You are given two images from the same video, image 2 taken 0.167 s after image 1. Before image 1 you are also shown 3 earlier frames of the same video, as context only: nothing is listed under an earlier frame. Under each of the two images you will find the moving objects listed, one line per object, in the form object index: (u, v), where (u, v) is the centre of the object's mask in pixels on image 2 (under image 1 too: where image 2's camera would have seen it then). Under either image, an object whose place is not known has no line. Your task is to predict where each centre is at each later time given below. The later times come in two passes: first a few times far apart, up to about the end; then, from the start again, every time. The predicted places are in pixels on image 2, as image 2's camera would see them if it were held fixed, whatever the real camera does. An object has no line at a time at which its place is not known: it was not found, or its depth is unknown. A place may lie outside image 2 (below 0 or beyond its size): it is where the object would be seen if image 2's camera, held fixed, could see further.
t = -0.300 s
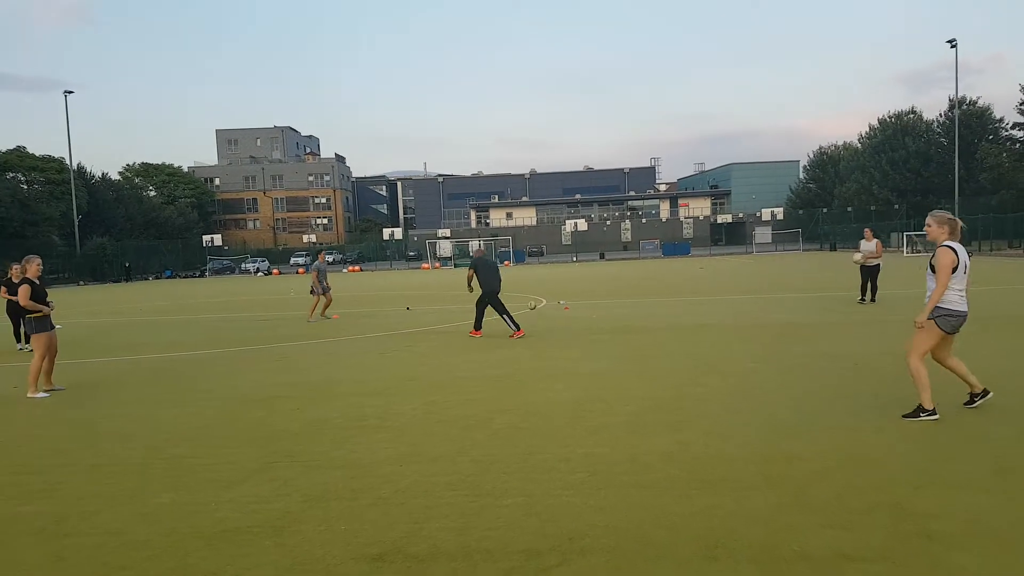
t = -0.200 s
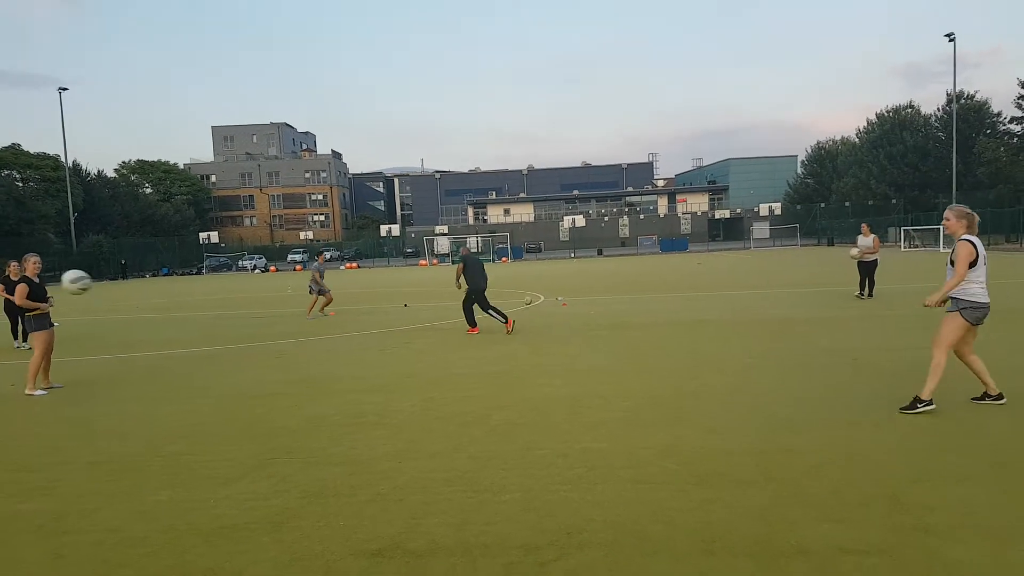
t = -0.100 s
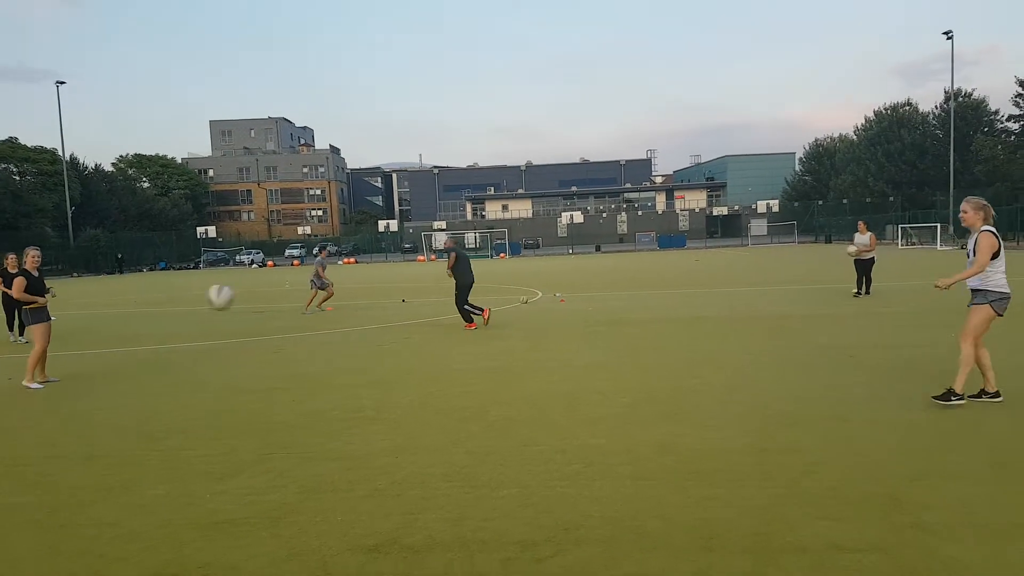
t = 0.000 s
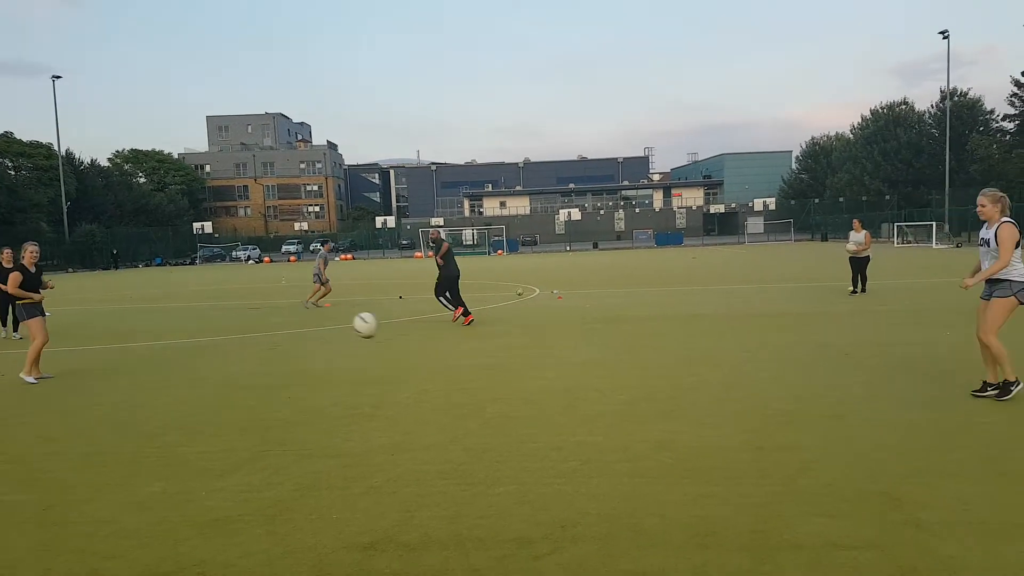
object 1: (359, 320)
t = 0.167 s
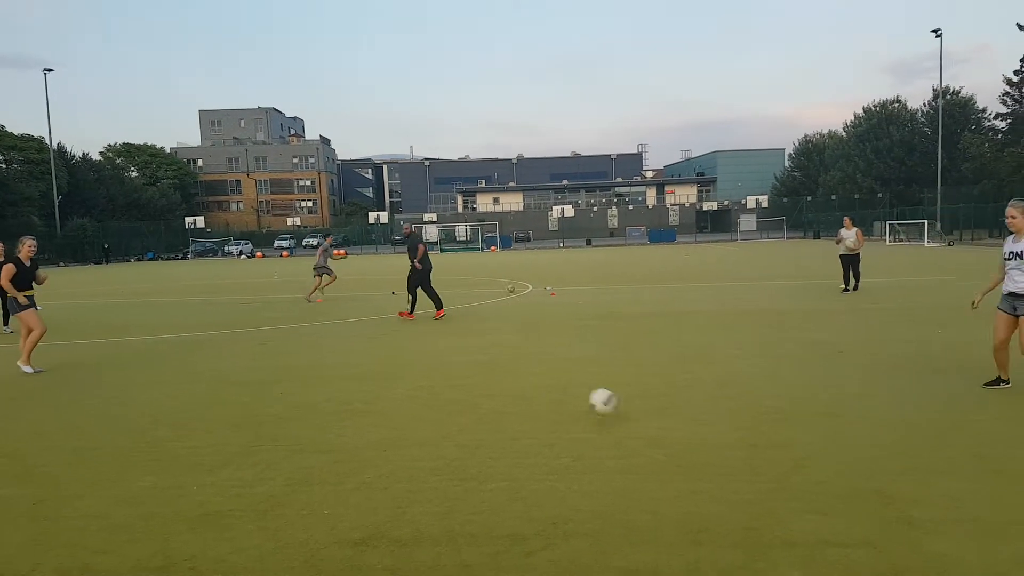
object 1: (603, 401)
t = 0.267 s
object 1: (700, 387)
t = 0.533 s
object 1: (925, 338)
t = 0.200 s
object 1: (646, 413)
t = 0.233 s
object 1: (673, 399)
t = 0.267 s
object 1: (700, 387)
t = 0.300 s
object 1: (726, 376)
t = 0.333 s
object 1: (754, 366)
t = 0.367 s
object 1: (782, 358)
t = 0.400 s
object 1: (811, 351)
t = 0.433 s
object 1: (838, 345)
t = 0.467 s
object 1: (868, 341)
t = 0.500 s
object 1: (897, 339)
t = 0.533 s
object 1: (925, 338)
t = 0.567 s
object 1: (954, 338)
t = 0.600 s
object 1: (981, 340)
